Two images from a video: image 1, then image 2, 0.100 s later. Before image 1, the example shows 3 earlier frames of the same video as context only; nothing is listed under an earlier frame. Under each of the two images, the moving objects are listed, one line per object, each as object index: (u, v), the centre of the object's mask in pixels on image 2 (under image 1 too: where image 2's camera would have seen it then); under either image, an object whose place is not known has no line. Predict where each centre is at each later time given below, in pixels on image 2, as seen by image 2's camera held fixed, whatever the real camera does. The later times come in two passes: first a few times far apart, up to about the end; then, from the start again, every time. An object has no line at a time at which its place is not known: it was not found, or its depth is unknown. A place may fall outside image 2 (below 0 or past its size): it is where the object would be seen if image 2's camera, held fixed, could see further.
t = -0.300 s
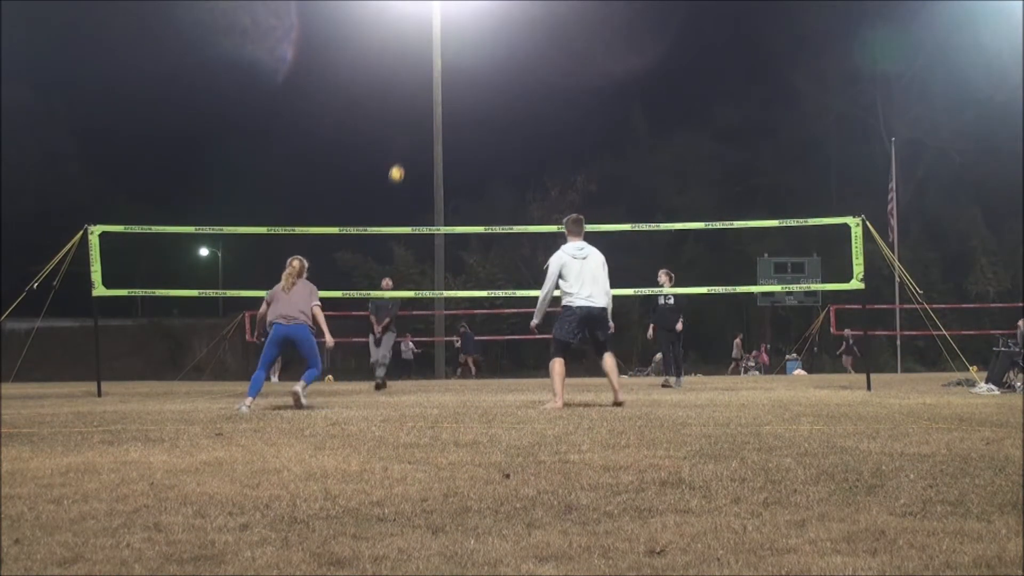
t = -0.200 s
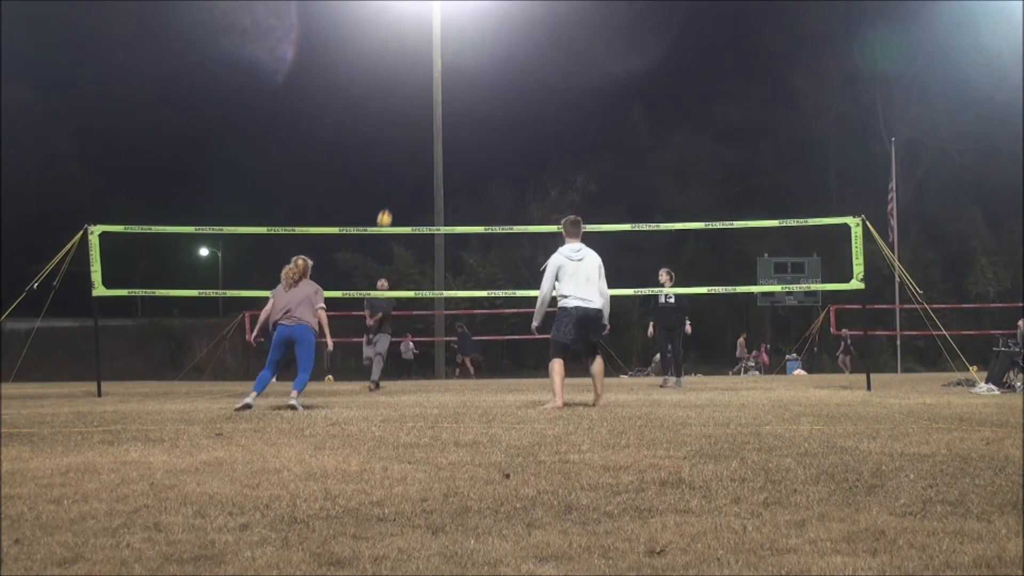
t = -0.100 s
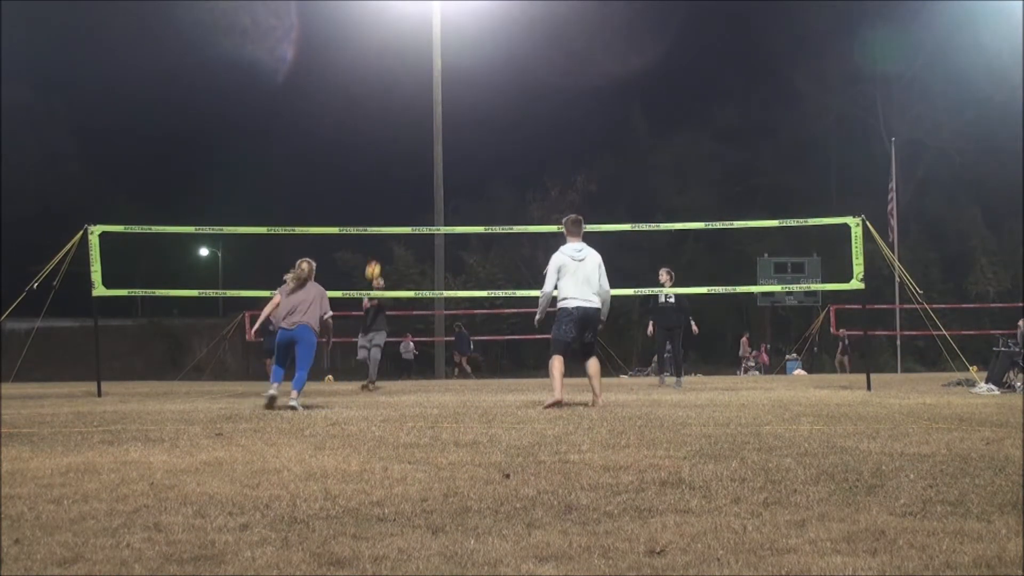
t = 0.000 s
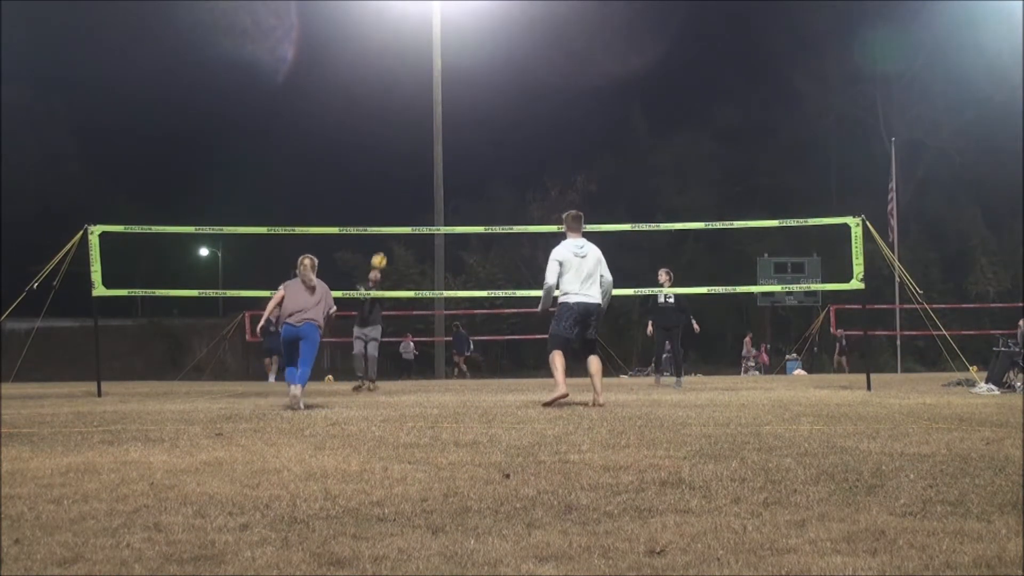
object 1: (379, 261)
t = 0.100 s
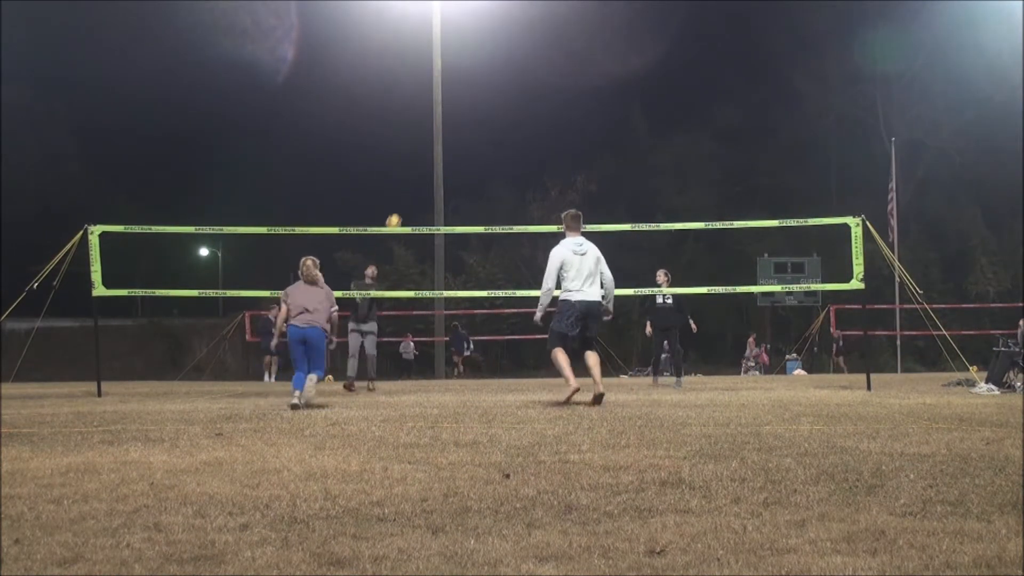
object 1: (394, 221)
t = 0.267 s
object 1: (418, 173)
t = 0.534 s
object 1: (457, 135)
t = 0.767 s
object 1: (492, 145)
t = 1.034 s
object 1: (532, 205)
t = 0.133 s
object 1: (398, 211)
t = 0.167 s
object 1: (403, 200)
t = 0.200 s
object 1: (408, 191)
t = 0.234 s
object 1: (413, 182)
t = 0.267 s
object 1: (418, 173)
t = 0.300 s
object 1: (423, 166)
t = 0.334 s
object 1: (427, 159)
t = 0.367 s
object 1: (432, 153)
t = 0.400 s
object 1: (437, 147)
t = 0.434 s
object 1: (443, 143)
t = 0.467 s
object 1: (448, 140)
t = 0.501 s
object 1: (452, 137)
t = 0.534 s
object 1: (457, 135)
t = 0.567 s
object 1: (462, 134)
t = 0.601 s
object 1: (468, 134)
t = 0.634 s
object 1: (472, 135)
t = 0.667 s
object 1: (477, 136)
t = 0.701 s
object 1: (482, 138)
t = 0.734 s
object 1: (487, 141)
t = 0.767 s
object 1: (492, 145)
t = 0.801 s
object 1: (497, 150)
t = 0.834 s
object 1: (502, 155)
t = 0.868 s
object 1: (507, 161)
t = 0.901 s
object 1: (512, 169)
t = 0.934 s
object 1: (517, 177)
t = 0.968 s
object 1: (522, 186)
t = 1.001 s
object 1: (527, 195)
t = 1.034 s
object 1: (532, 205)
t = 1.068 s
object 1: (537, 217)
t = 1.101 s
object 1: (541, 228)
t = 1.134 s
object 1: (546, 241)
